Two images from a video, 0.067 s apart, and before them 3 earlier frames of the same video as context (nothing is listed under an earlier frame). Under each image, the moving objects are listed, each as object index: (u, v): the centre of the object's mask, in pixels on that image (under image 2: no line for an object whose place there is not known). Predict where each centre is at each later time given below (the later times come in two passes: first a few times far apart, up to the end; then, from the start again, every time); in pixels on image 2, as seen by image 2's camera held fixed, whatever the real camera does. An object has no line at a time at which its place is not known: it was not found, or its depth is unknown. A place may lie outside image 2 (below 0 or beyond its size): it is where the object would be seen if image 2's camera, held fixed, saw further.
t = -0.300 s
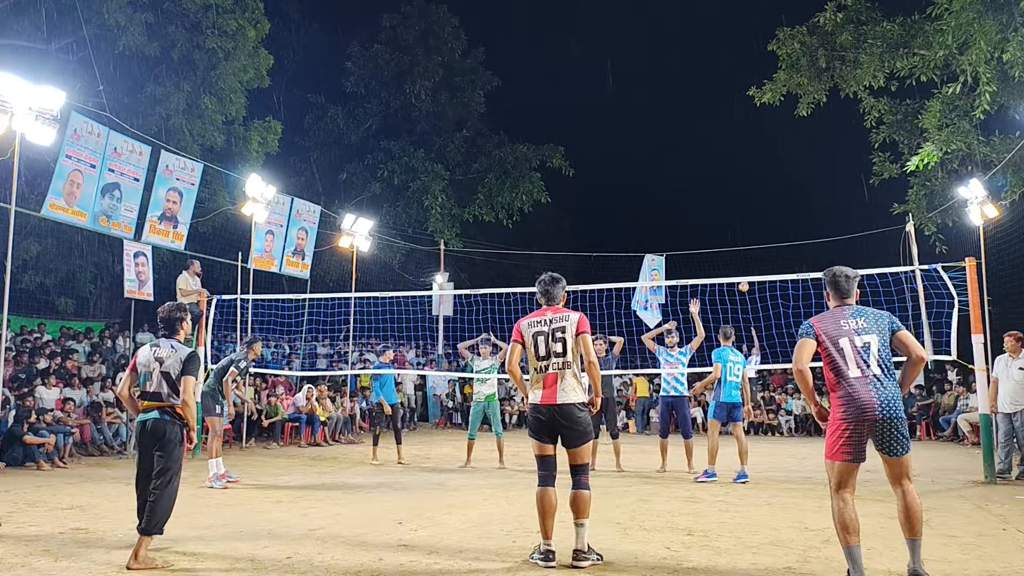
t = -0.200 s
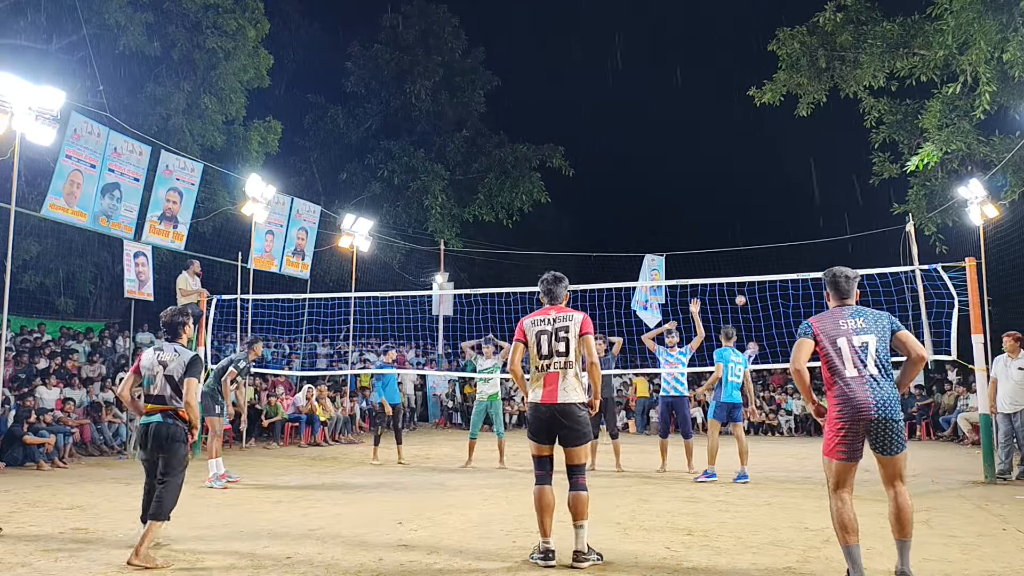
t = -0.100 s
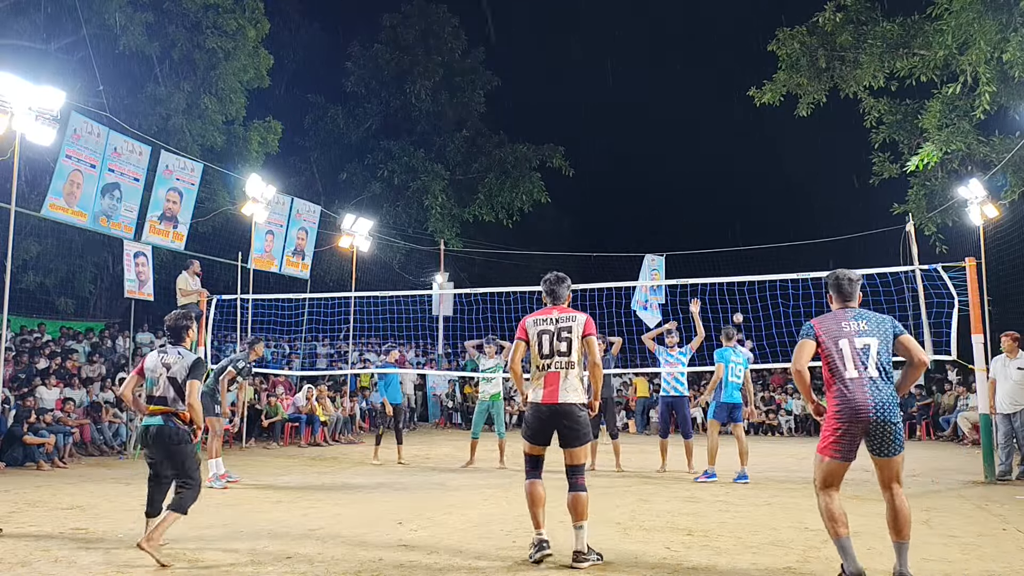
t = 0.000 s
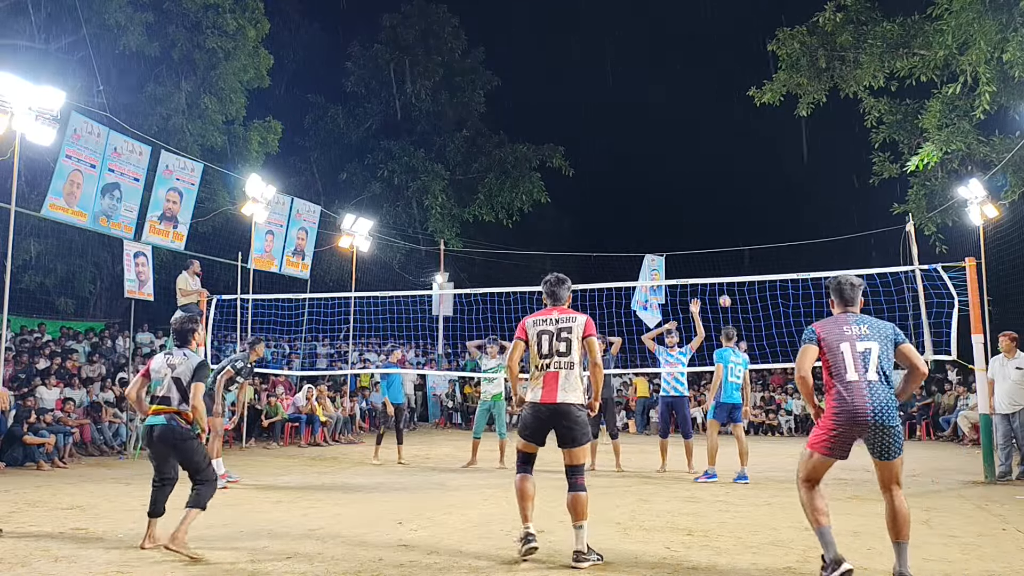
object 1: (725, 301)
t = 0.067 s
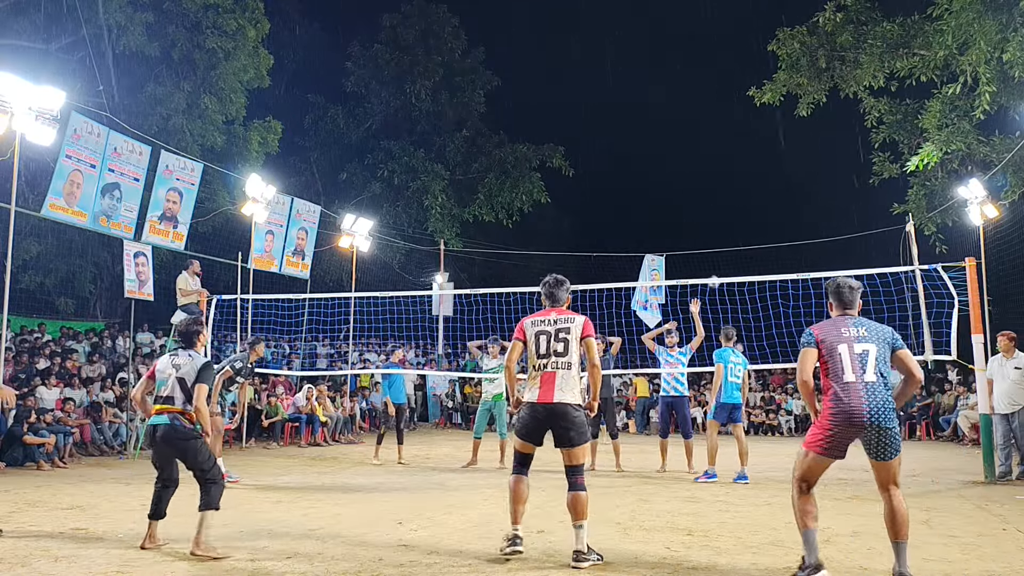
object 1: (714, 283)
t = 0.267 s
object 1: (674, 232)
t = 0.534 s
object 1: (602, 197)
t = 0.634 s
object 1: (564, 199)
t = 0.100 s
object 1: (707, 272)
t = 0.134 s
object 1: (701, 263)
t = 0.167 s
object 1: (695, 255)
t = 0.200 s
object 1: (688, 247)
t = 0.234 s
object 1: (682, 239)
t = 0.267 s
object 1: (674, 232)
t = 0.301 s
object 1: (667, 225)
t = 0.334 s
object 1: (659, 219)
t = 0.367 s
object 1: (651, 214)
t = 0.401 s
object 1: (643, 209)
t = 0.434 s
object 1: (634, 204)
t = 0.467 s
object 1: (624, 201)
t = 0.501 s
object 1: (613, 198)
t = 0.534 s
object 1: (602, 197)
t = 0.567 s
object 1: (590, 197)
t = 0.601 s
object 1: (577, 197)
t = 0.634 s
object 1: (564, 199)
